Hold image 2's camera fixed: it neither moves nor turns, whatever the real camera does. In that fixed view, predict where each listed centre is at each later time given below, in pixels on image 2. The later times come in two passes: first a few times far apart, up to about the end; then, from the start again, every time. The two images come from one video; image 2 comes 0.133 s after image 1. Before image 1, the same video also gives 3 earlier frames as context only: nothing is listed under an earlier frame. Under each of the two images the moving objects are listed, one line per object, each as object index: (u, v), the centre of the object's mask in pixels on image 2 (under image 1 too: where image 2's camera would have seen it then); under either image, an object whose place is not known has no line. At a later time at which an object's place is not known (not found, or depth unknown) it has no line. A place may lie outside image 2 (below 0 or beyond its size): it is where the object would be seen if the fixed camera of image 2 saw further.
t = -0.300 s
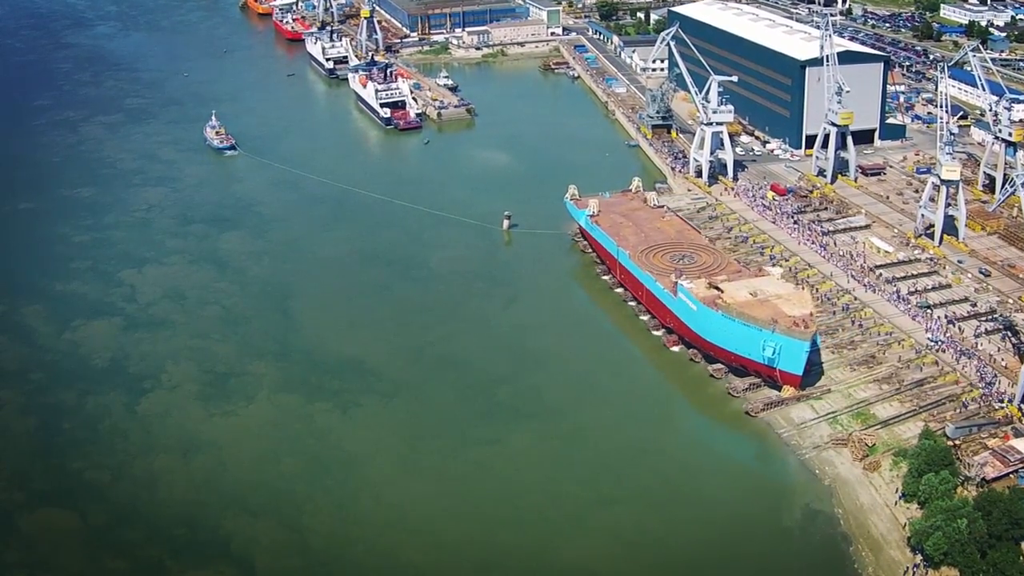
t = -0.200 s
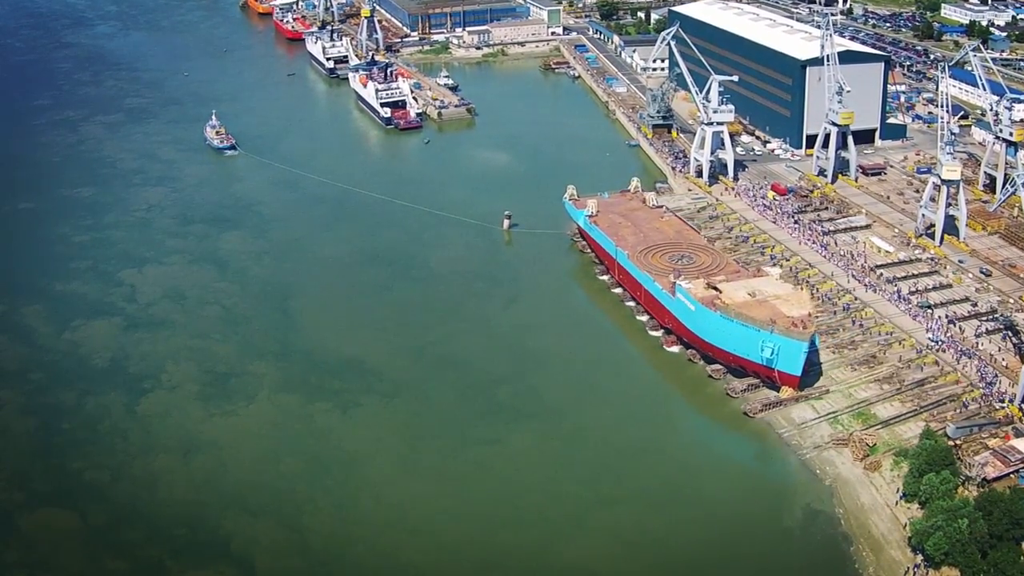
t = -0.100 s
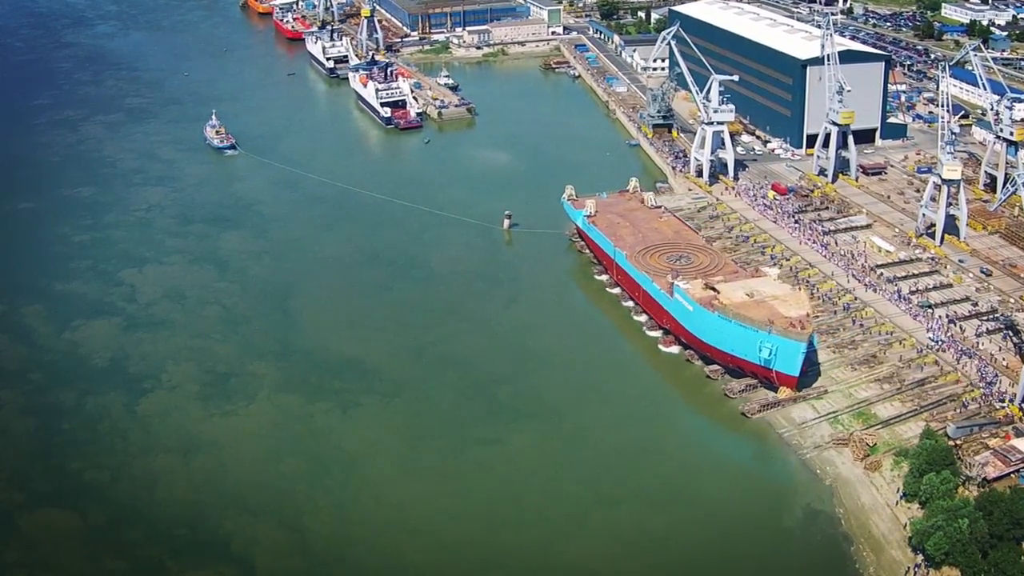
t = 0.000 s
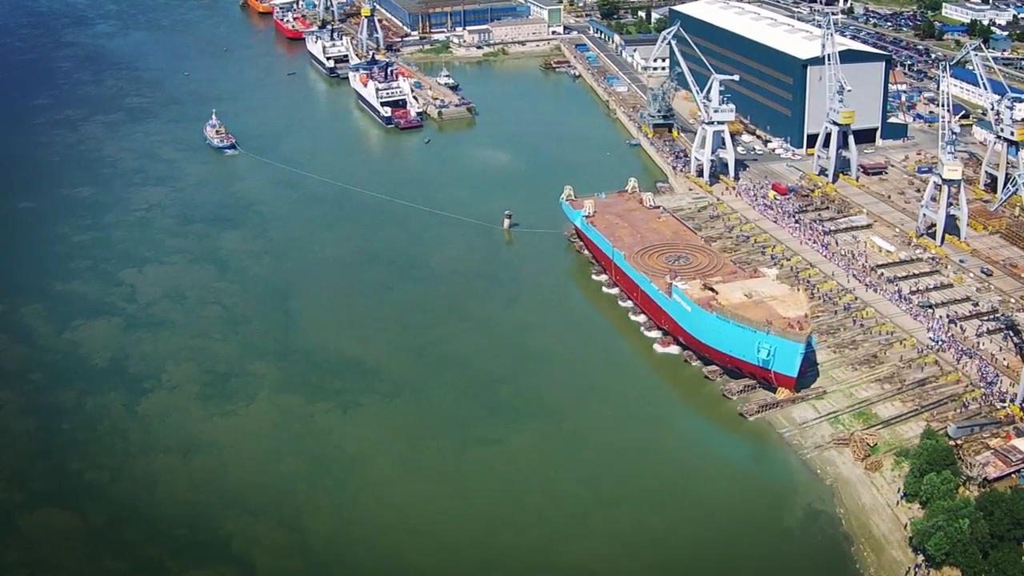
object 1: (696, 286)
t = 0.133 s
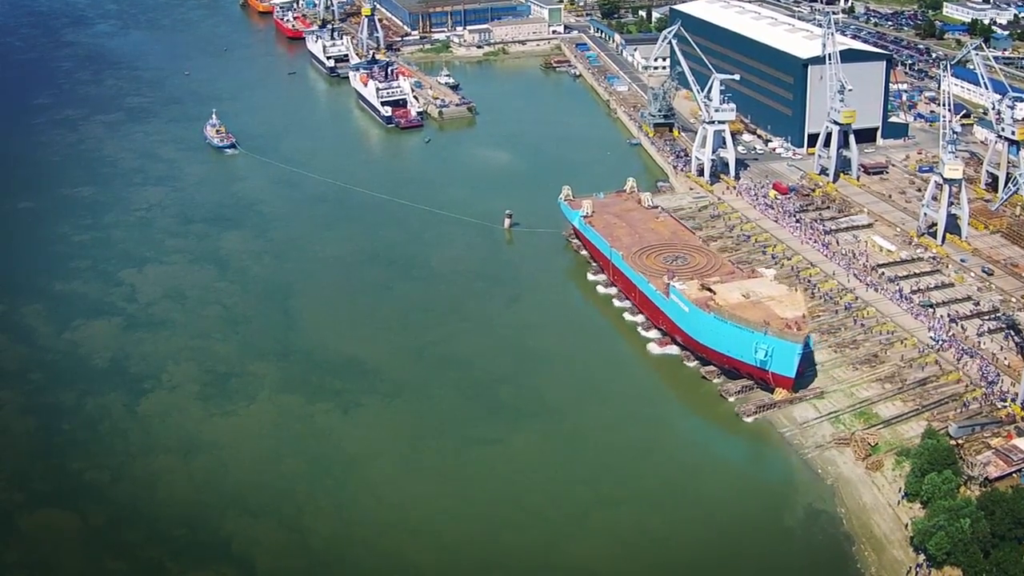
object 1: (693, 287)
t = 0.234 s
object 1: (691, 288)
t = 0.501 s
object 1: (685, 289)
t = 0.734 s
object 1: (680, 291)
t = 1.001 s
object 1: (673, 292)
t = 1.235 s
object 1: (668, 293)
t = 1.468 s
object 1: (662, 295)
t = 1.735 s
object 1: (655, 296)
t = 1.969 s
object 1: (649, 298)
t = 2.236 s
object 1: (642, 299)
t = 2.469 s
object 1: (637, 301)
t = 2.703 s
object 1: (630, 302)
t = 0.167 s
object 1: (693, 287)
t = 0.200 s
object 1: (692, 287)
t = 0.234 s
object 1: (691, 288)
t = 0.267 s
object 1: (689, 287)
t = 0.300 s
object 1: (689, 287)
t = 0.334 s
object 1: (688, 288)
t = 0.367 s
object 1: (688, 288)
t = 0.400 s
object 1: (687, 288)
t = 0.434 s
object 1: (686, 288)
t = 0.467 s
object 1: (686, 288)
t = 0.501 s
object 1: (685, 289)
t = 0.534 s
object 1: (684, 289)
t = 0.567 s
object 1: (683, 289)
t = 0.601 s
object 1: (683, 289)
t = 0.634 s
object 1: (682, 290)
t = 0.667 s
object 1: (681, 290)
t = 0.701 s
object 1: (681, 290)
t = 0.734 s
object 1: (680, 291)
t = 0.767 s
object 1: (680, 291)
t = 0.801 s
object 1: (678, 291)
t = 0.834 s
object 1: (677, 291)
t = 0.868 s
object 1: (676, 291)
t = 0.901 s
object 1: (676, 291)
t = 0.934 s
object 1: (674, 291)
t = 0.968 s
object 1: (674, 291)
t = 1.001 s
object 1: (673, 292)
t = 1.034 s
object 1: (673, 292)
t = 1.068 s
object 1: (672, 292)
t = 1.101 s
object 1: (671, 293)
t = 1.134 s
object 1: (670, 293)
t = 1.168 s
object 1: (670, 293)
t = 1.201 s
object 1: (669, 293)
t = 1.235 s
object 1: (668, 293)
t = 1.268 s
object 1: (667, 293)
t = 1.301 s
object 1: (666, 293)
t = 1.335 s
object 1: (667, 295)
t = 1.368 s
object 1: (665, 294)
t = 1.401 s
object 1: (664, 294)
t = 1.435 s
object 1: (663, 294)
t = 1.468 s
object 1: (662, 295)
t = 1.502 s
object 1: (661, 295)
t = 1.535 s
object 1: (660, 295)
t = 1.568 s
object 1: (659, 295)
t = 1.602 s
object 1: (658, 295)
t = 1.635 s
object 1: (658, 296)
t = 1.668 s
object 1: (658, 296)
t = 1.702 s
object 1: (656, 296)
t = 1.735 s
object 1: (655, 296)
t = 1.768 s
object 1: (654, 296)
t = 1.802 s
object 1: (653, 297)
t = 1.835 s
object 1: (652, 297)
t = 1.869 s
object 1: (652, 297)
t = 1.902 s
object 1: (651, 297)
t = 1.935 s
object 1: (650, 297)
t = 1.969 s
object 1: (649, 298)
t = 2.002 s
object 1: (648, 298)
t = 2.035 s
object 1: (647, 298)
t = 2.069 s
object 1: (648, 299)
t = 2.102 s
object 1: (646, 298)
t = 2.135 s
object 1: (645, 299)
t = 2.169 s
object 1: (644, 299)
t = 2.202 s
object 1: (643, 299)
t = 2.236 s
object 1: (642, 299)
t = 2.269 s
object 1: (642, 300)
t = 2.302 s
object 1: (641, 300)
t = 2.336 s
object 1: (640, 300)
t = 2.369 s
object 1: (639, 300)
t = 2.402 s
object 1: (638, 300)
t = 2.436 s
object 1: (637, 301)
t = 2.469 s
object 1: (637, 301)
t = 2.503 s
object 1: (636, 301)
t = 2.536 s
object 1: (635, 301)
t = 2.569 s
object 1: (634, 301)
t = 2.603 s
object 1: (633, 302)
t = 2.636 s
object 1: (632, 302)
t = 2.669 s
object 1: (631, 302)
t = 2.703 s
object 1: (630, 302)
